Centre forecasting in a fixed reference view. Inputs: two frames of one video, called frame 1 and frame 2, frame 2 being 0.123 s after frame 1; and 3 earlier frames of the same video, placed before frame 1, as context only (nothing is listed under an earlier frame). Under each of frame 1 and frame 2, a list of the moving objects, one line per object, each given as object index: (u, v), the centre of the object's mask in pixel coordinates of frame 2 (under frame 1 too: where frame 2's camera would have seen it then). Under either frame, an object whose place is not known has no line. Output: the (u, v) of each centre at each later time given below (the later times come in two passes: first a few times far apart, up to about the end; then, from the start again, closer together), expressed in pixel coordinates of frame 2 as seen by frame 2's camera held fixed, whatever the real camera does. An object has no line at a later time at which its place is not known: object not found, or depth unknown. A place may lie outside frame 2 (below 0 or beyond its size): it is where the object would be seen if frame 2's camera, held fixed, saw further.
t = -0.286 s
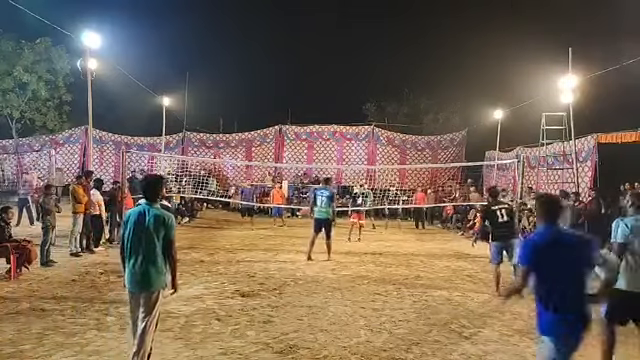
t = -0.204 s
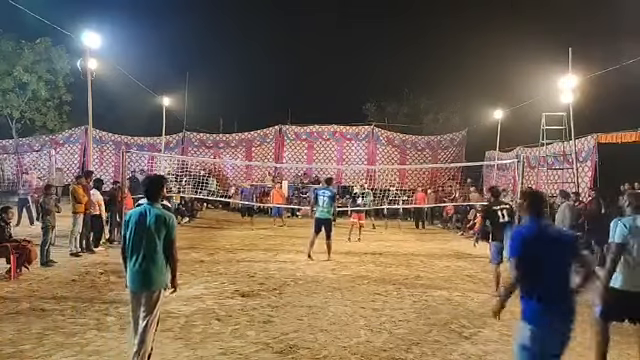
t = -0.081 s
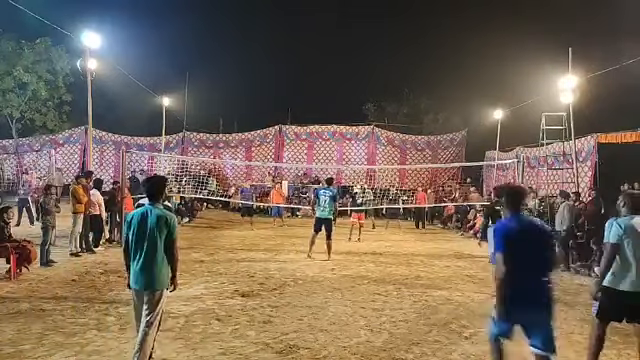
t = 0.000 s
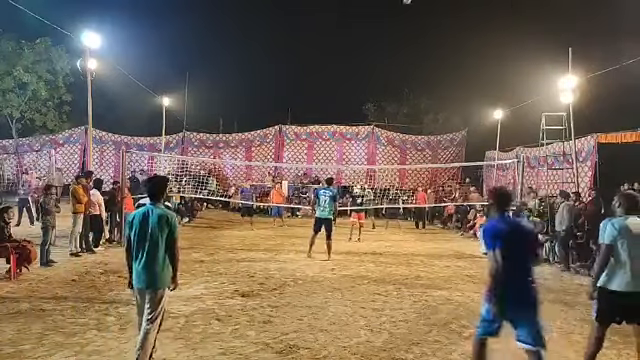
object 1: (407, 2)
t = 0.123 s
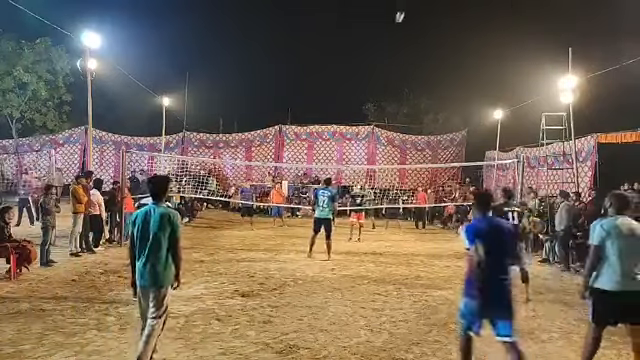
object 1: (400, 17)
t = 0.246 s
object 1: (393, 38)
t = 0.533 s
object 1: (381, 94)
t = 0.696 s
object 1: (377, 125)
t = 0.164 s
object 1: (397, 23)
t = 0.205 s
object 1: (395, 31)
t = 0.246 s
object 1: (393, 38)
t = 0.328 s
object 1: (389, 53)
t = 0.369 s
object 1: (387, 60)
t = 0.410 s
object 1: (385, 68)
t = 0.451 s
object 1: (384, 77)
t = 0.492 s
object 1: (382, 85)
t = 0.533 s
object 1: (381, 94)
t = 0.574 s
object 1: (380, 102)
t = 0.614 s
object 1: (379, 110)
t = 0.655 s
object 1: (377, 118)
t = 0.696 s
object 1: (377, 125)
